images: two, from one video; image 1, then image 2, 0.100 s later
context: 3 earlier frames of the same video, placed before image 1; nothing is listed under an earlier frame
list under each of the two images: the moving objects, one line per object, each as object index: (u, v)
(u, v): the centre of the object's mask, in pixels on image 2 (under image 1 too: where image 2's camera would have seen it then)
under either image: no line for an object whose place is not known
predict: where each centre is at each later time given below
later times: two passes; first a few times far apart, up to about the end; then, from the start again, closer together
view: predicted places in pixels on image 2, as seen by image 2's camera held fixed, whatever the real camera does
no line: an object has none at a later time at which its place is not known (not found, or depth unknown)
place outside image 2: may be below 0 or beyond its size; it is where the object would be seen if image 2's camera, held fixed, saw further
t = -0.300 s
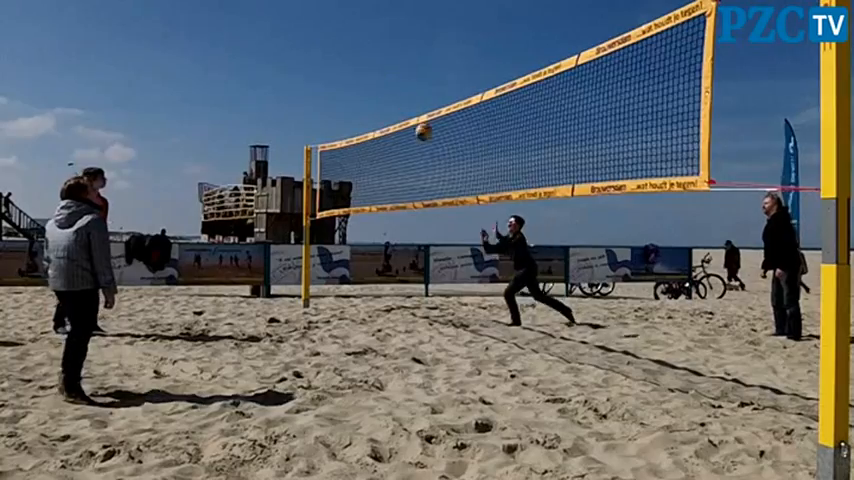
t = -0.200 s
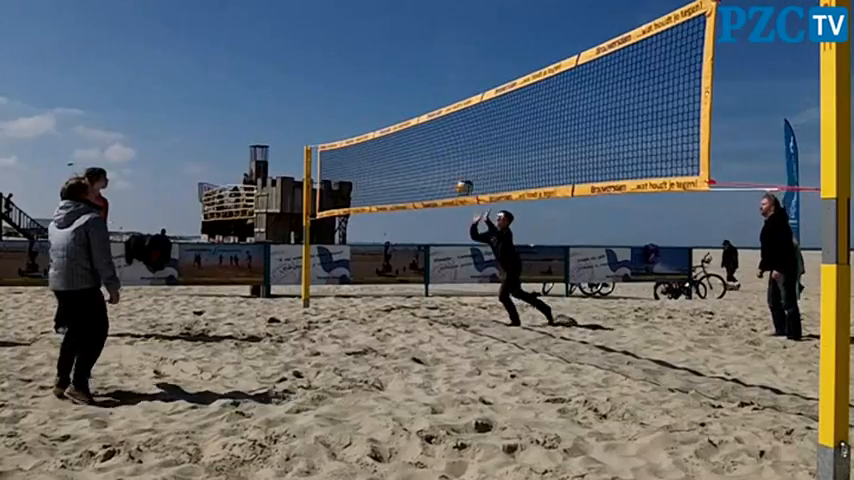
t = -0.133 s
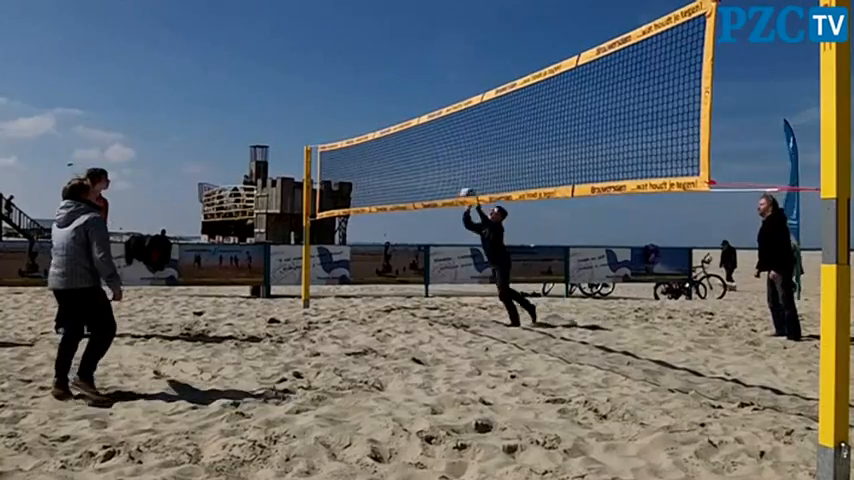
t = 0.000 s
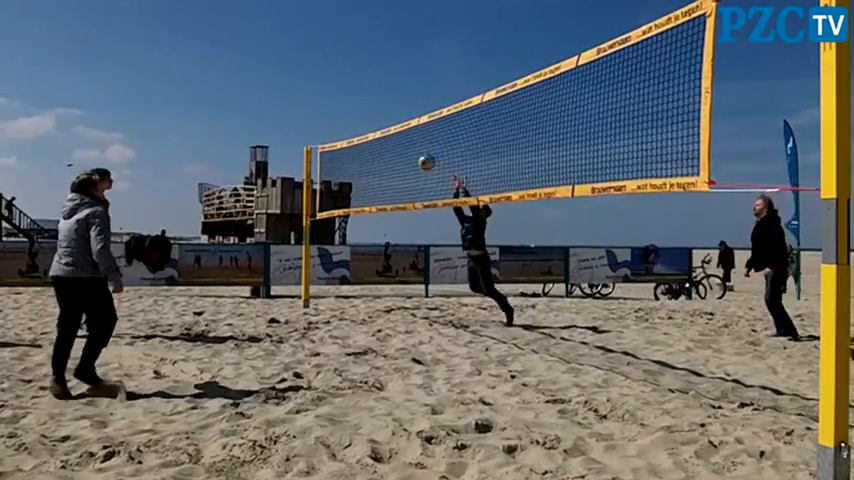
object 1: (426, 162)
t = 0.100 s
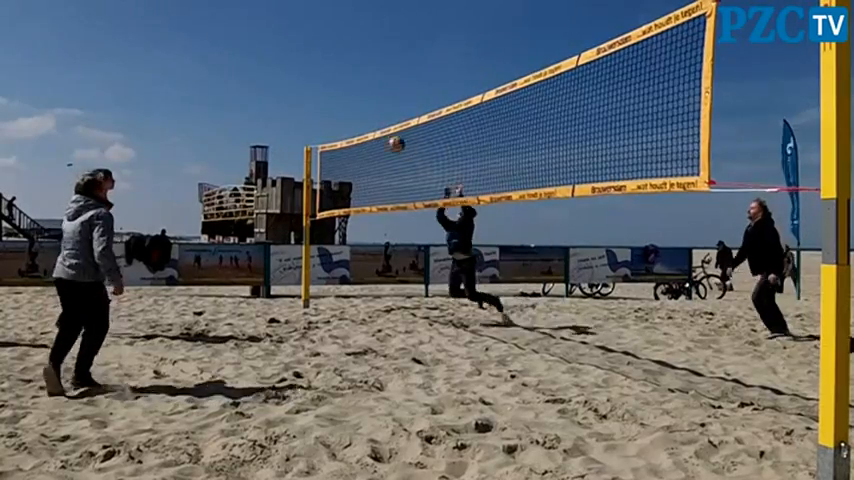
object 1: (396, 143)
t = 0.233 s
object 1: (356, 130)
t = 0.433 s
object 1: (335, 125)
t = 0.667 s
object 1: (309, 156)
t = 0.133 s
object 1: (385, 141)
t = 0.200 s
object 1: (363, 130)
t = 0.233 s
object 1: (356, 130)
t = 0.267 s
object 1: (352, 129)
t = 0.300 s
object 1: (348, 127)
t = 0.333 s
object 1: (345, 125)
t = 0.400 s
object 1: (338, 125)
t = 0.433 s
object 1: (335, 125)
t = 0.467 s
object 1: (331, 128)
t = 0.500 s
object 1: (327, 130)
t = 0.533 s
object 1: (324, 133)
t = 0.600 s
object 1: (317, 144)
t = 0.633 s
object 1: (313, 150)
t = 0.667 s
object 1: (309, 156)
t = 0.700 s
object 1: (306, 165)
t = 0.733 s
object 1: (302, 173)
